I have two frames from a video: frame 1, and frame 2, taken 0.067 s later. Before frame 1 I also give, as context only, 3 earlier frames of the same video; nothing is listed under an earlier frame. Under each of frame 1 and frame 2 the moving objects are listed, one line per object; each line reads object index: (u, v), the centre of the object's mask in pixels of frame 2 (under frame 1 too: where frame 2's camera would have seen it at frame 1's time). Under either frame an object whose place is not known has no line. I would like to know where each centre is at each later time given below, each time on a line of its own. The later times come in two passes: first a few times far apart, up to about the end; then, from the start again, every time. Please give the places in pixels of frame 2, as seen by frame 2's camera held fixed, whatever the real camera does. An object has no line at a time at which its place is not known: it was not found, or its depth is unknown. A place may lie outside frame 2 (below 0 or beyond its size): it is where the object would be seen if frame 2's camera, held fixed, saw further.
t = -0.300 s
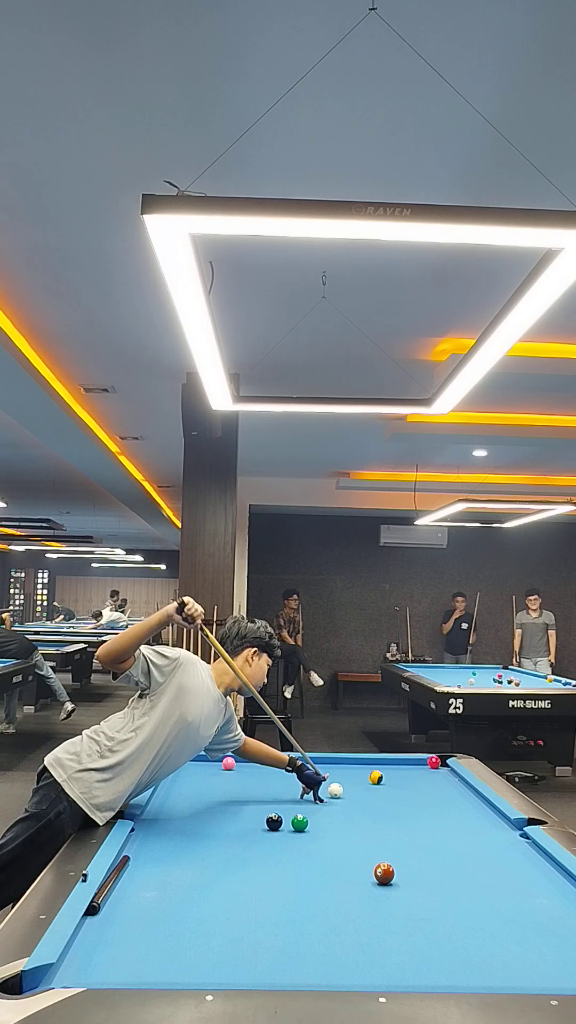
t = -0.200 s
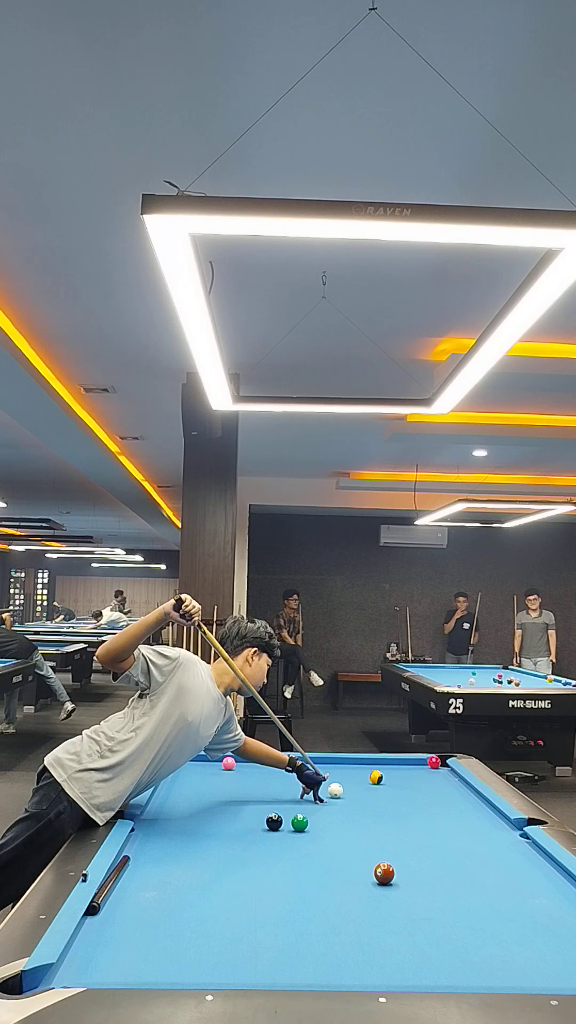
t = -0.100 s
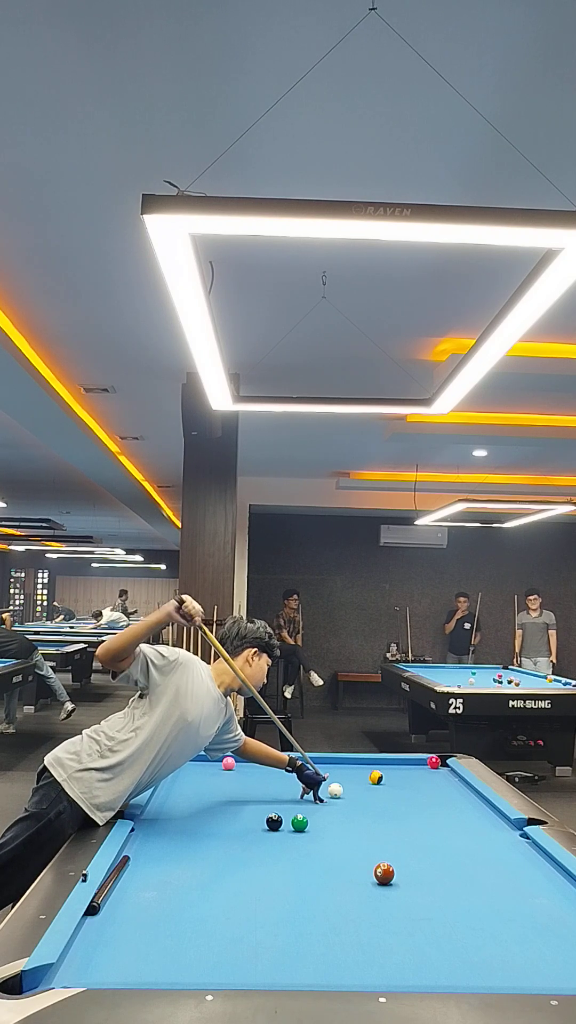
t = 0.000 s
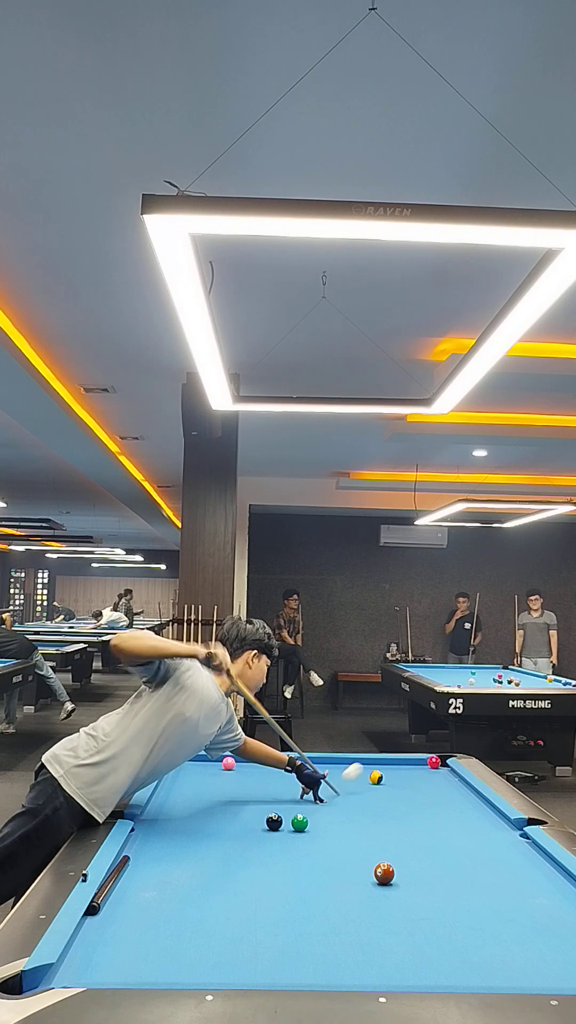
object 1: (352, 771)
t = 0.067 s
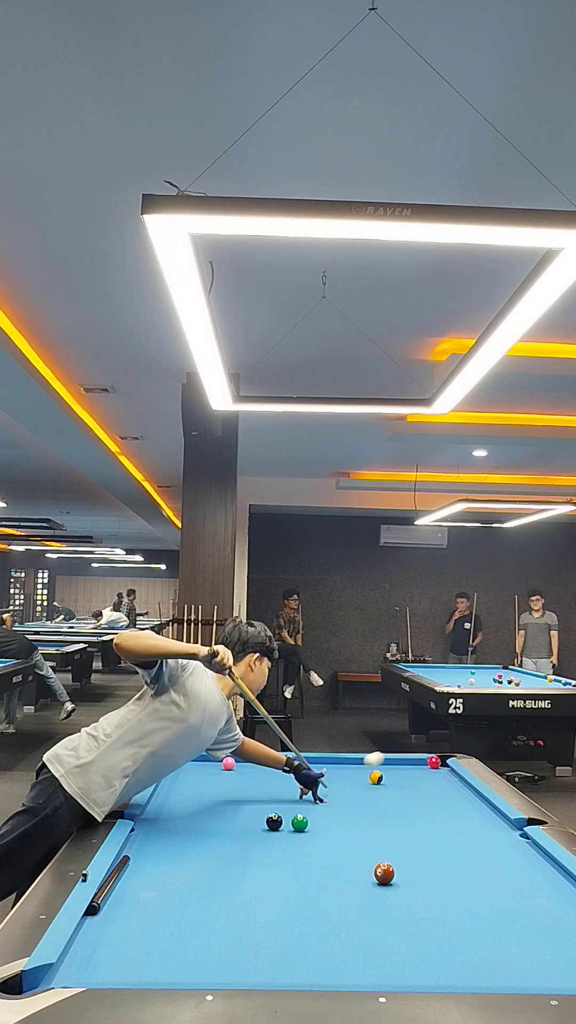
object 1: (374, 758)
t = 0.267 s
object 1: (427, 757)
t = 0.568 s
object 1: (446, 756)
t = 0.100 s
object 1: (384, 756)
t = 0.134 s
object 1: (394, 756)
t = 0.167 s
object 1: (402, 758)
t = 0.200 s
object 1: (411, 763)
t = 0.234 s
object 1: (420, 762)
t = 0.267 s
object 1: (427, 757)
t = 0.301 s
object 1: (430, 750)
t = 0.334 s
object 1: (432, 747)
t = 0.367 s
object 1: (434, 746)
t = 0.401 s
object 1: (435, 746)
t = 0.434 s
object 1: (437, 749)
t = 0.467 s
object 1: (439, 754)
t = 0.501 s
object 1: (440, 759)
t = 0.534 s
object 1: (444, 757)
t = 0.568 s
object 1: (446, 756)
